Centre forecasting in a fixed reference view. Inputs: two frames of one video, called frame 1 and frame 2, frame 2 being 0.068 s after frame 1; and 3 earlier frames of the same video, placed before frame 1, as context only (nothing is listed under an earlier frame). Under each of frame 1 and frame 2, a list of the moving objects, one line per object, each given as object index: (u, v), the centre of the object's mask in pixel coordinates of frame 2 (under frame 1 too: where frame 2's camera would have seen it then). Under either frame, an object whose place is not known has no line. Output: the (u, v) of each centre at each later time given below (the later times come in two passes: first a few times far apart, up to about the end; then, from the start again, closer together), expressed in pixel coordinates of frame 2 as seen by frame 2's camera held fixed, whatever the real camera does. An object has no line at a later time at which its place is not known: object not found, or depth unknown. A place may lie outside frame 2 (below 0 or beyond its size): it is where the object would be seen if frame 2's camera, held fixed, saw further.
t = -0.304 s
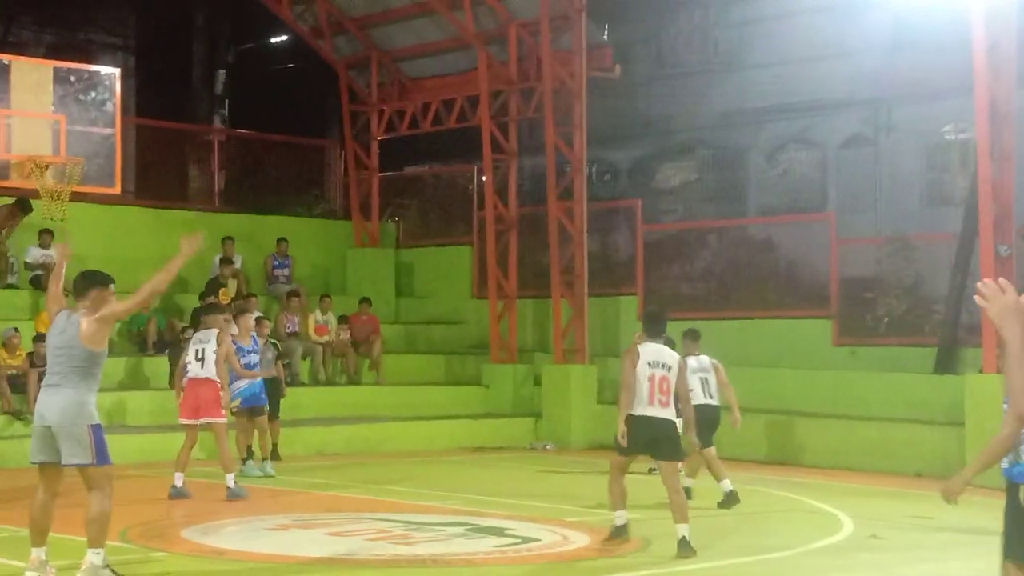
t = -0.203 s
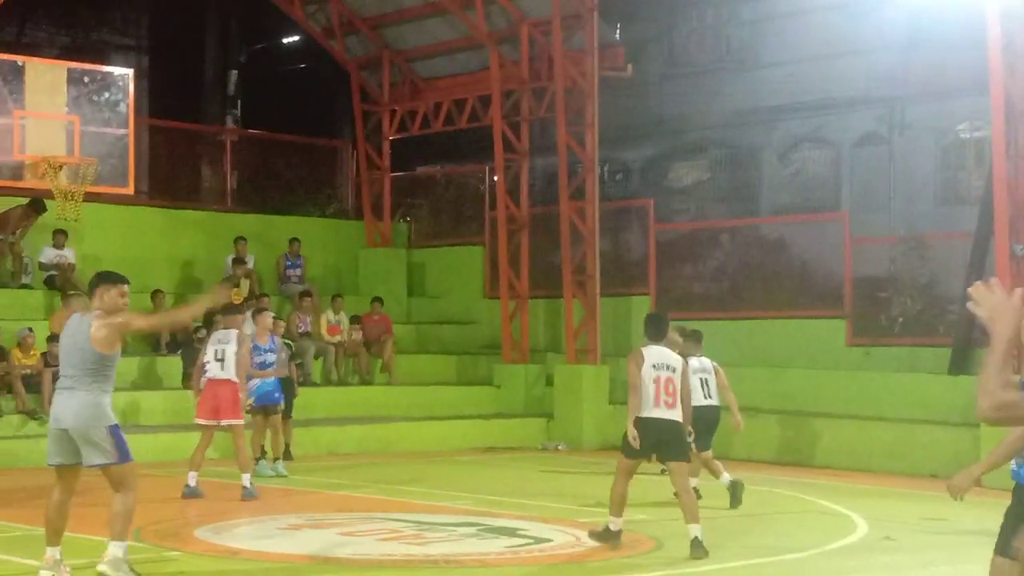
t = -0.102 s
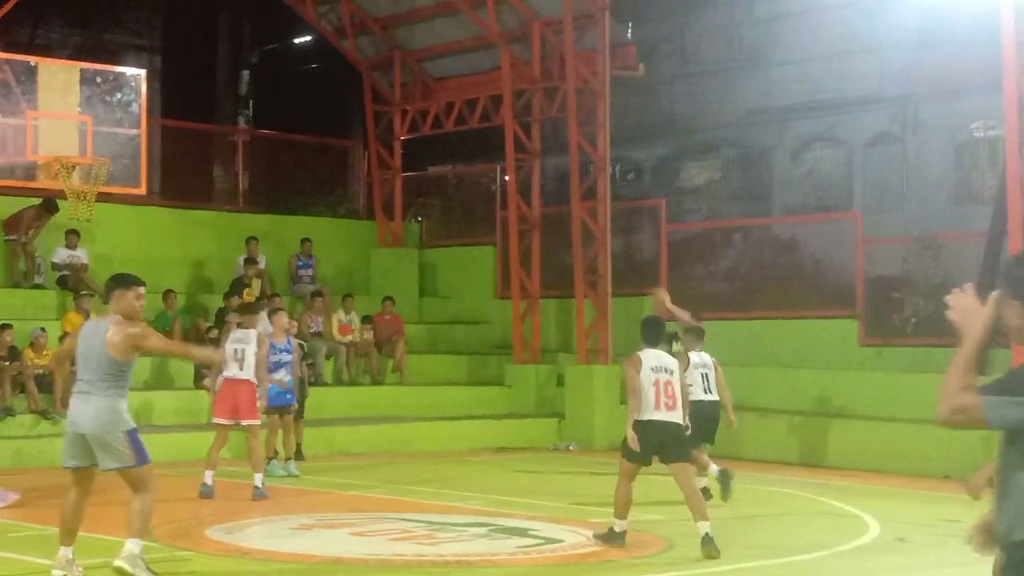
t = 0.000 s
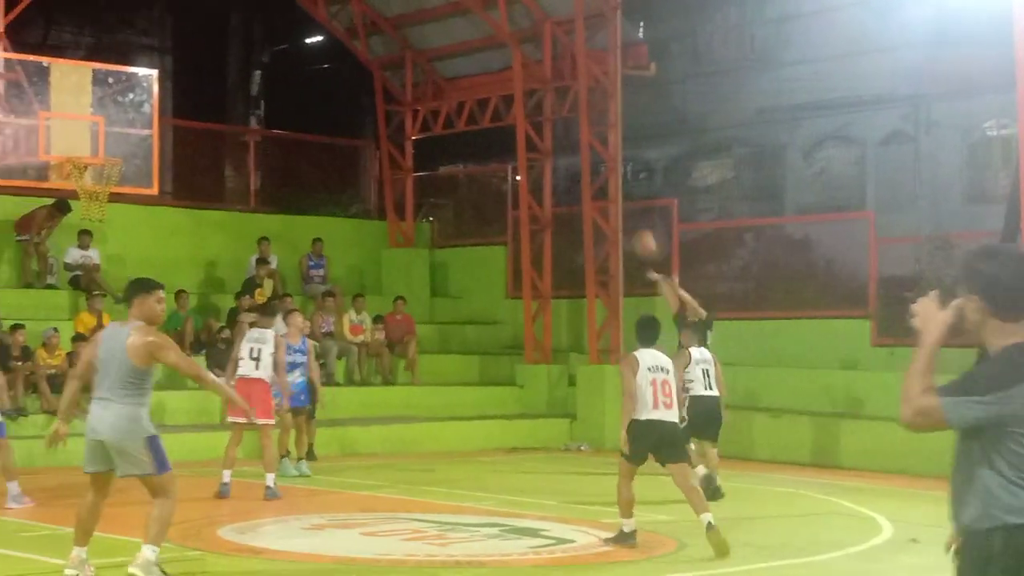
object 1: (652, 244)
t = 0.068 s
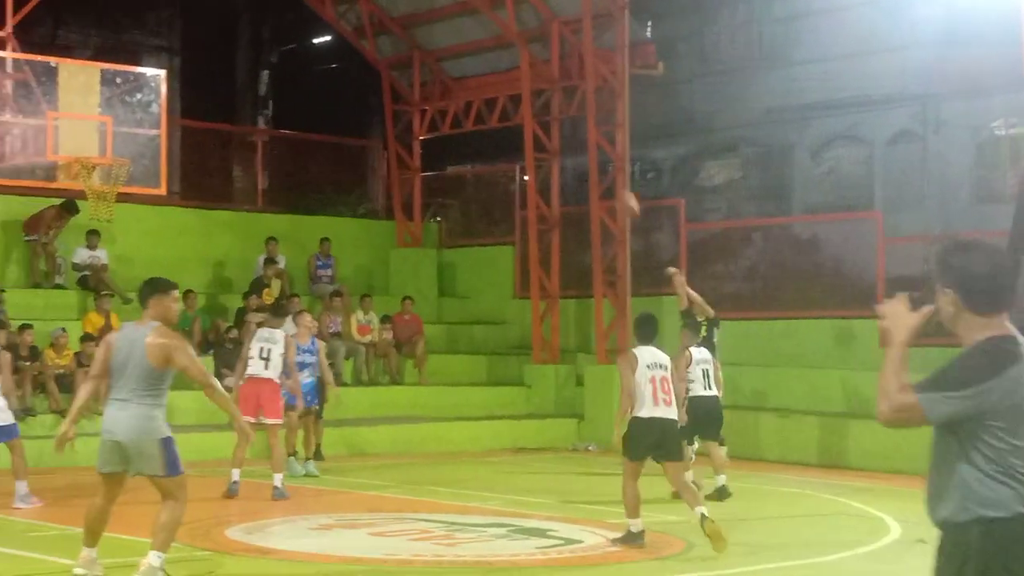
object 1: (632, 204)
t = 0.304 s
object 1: (536, 98)
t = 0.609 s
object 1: (412, 33)
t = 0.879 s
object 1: (294, 46)
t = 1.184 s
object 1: (149, 151)
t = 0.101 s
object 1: (614, 187)
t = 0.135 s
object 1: (602, 170)
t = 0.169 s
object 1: (590, 153)
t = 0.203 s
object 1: (576, 138)
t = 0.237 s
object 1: (563, 124)
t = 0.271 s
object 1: (549, 110)
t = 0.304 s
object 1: (536, 98)
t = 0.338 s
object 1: (523, 87)
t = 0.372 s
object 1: (510, 77)
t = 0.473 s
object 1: (468, 51)
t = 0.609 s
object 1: (412, 33)
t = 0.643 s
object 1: (397, 30)
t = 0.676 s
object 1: (383, 29)
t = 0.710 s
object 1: (369, 29)
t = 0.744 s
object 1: (354, 30)
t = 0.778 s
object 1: (341, 32)
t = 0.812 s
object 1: (323, 37)
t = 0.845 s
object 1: (307, 42)
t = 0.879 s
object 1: (294, 46)
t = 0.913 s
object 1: (279, 51)
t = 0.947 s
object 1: (264, 60)
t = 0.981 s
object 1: (248, 68)
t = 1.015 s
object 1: (232, 78)
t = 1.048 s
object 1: (216, 89)
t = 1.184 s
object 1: (149, 151)
